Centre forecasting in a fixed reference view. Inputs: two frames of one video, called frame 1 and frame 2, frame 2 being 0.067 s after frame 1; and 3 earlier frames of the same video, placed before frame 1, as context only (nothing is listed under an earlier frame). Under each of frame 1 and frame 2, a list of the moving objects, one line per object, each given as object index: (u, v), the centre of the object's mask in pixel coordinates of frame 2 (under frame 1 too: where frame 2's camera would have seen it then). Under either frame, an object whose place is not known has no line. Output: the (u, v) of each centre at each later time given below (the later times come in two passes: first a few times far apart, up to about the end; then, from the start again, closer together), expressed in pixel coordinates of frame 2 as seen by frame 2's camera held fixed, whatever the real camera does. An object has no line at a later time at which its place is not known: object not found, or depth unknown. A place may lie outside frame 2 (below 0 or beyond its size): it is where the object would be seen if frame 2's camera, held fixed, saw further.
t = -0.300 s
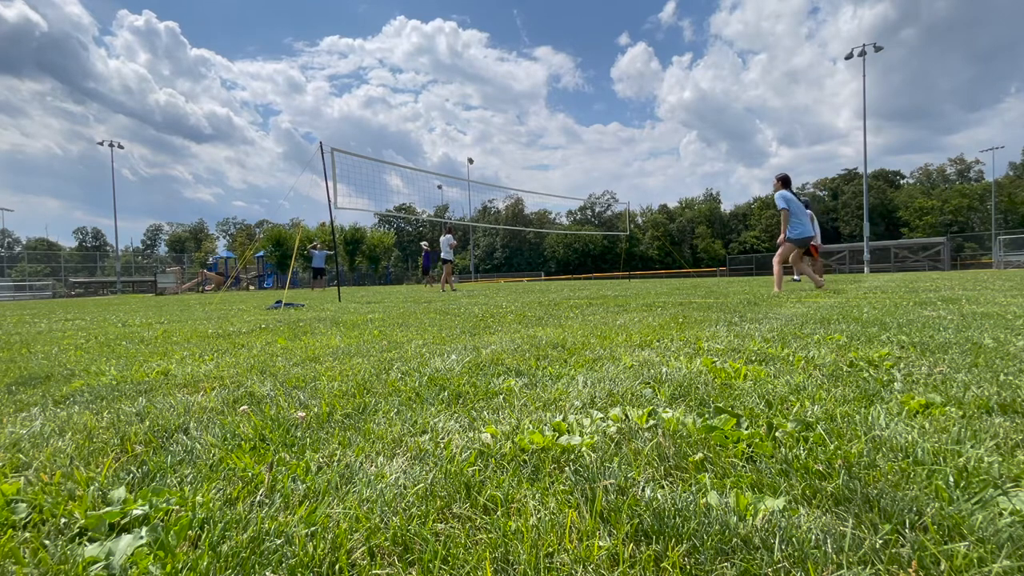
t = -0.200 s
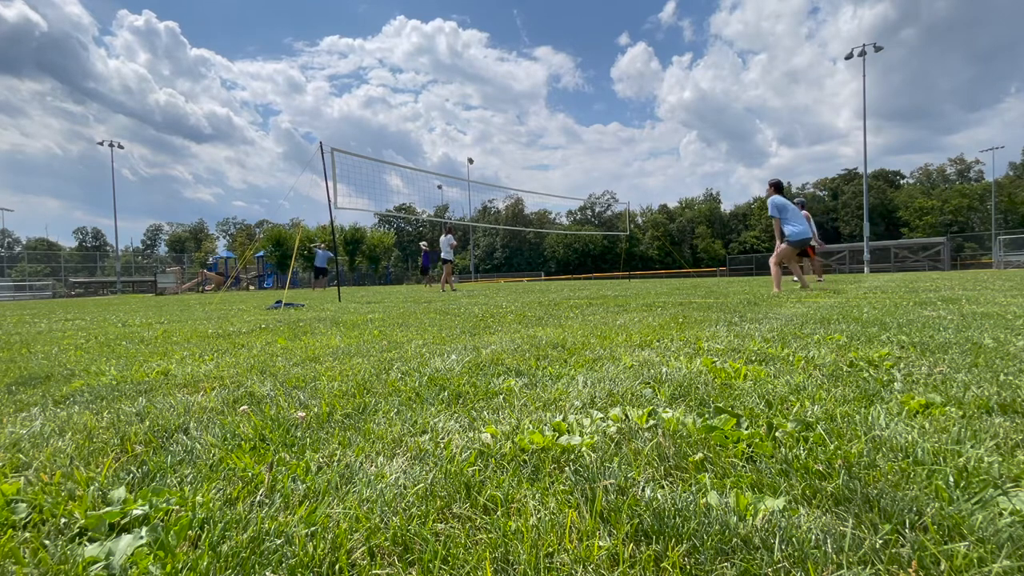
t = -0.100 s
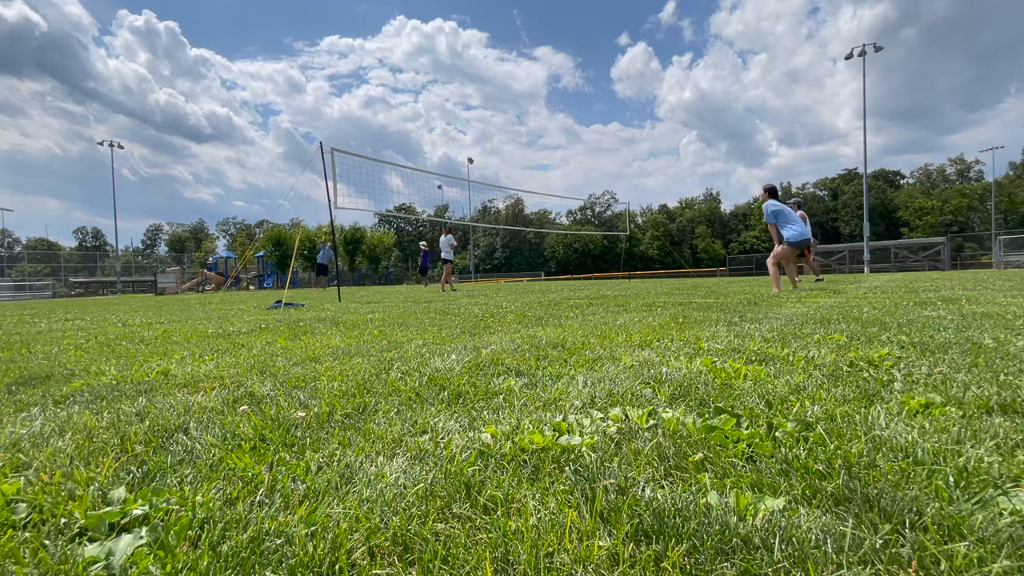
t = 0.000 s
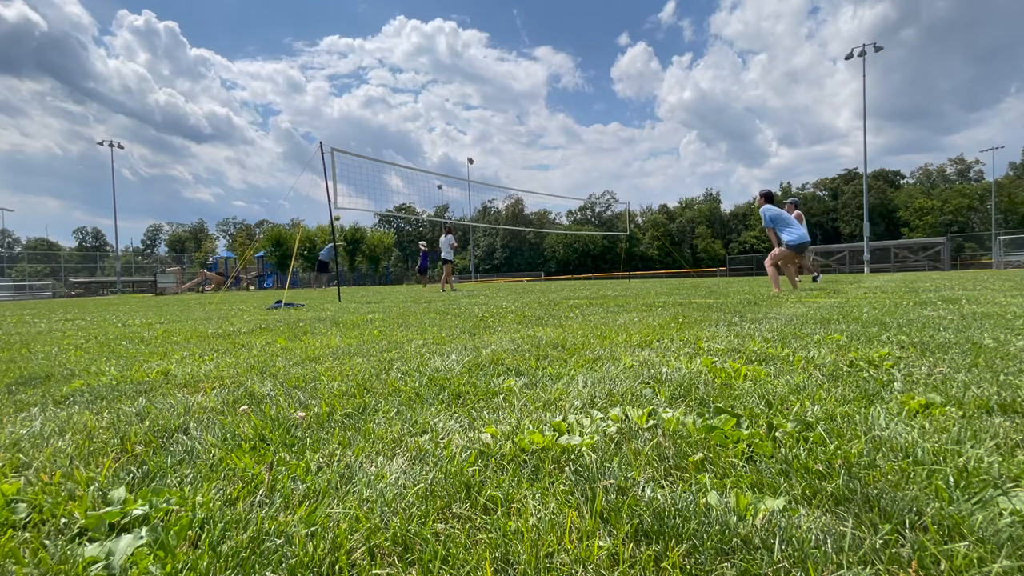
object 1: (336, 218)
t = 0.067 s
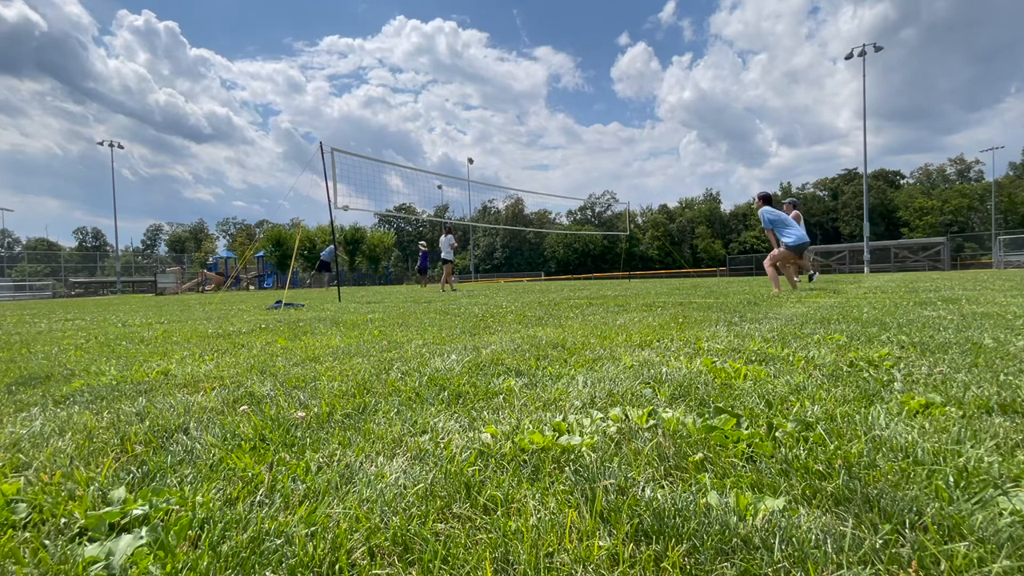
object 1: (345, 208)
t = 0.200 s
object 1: (365, 190)
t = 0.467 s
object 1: (416, 165)
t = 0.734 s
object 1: (492, 168)
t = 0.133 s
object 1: (355, 198)
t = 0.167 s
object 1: (360, 194)
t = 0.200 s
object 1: (365, 190)
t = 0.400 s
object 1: (401, 170)
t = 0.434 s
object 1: (409, 168)
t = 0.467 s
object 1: (416, 165)
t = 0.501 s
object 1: (424, 164)
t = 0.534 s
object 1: (432, 163)
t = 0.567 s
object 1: (441, 162)
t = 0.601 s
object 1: (450, 162)
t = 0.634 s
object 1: (460, 162)
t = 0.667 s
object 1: (470, 163)
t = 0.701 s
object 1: (480, 165)
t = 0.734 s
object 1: (492, 168)
